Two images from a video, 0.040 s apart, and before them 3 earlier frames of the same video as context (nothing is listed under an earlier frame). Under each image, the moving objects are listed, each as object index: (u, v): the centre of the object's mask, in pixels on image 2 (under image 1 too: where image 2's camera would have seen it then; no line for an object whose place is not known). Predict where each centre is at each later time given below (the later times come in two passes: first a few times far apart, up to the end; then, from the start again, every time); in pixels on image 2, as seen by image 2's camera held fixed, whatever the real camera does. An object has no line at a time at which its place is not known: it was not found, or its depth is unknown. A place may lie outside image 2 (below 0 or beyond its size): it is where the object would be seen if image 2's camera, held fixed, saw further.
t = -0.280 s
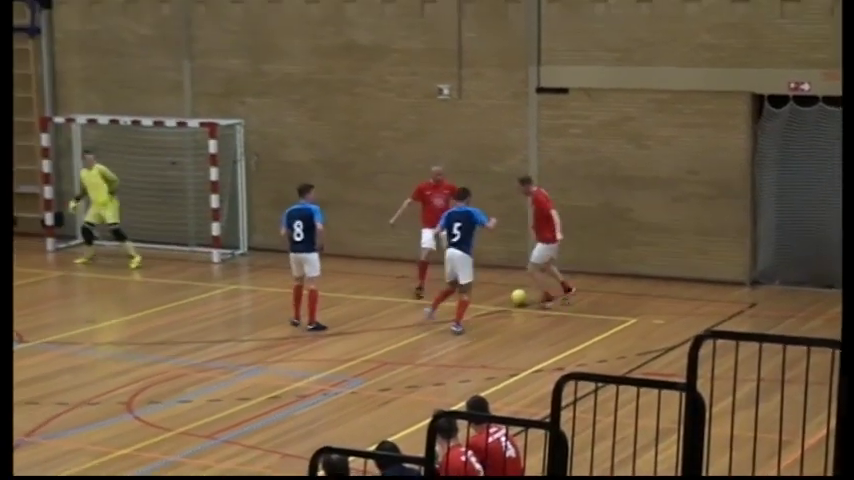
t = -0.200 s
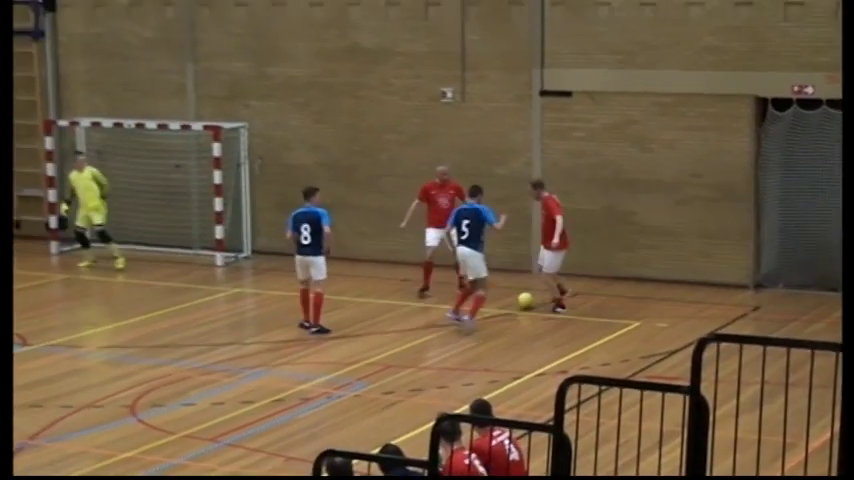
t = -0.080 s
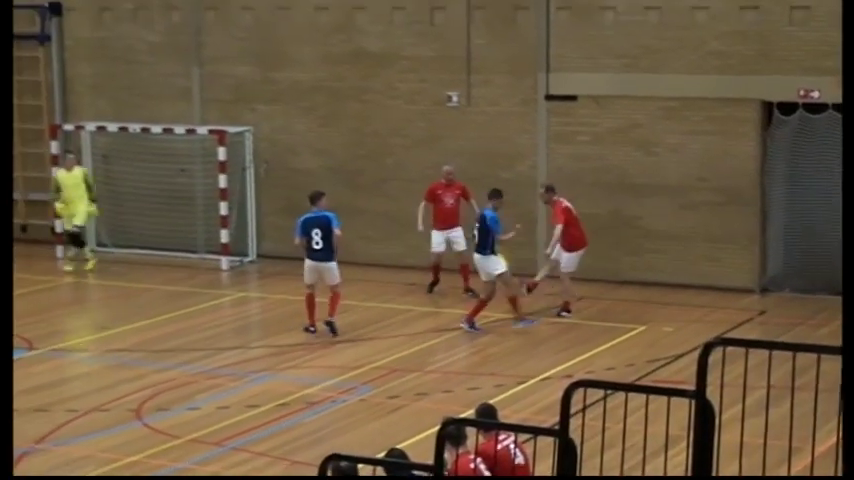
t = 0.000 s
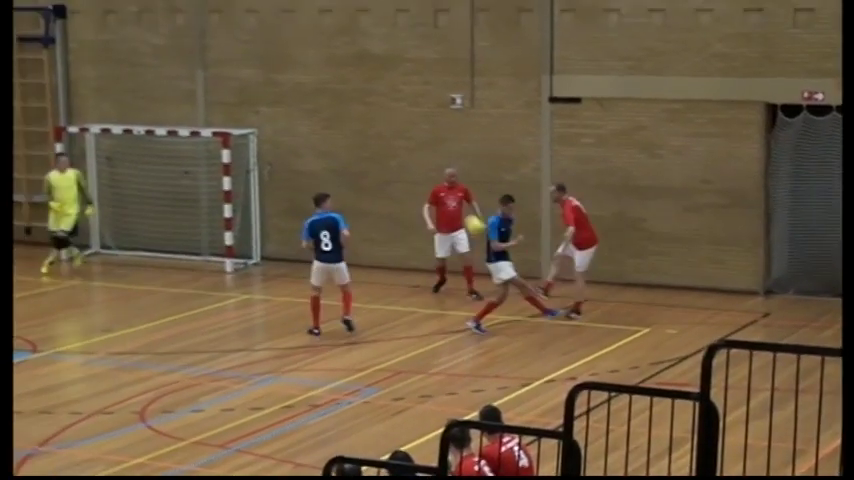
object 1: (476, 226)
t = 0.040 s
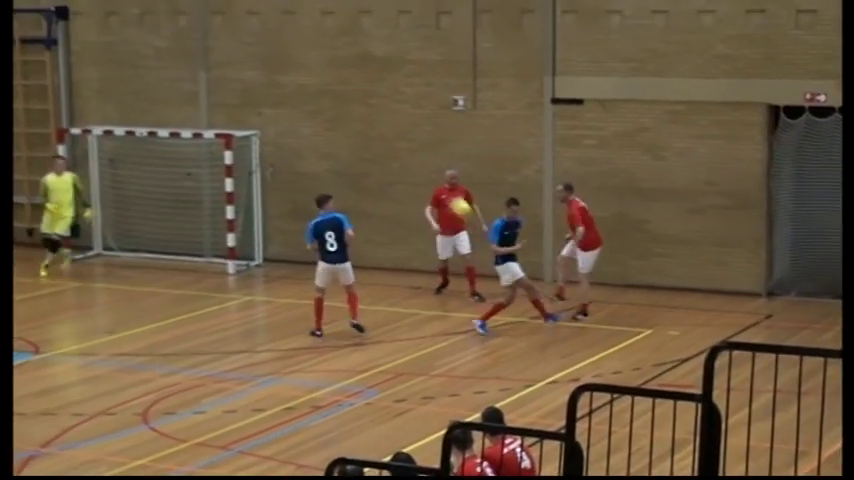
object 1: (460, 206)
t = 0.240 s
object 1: (381, 125)
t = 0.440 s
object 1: (294, 72)
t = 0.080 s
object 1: (445, 188)
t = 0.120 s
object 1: (429, 171)
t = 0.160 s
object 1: (414, 155)
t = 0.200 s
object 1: (398, 140)
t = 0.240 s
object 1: (381, 125)
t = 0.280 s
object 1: (364, 112)
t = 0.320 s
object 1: (347, 100)
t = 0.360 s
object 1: (330, 89)
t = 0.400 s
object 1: (312, 80)
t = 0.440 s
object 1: (294, 72)
